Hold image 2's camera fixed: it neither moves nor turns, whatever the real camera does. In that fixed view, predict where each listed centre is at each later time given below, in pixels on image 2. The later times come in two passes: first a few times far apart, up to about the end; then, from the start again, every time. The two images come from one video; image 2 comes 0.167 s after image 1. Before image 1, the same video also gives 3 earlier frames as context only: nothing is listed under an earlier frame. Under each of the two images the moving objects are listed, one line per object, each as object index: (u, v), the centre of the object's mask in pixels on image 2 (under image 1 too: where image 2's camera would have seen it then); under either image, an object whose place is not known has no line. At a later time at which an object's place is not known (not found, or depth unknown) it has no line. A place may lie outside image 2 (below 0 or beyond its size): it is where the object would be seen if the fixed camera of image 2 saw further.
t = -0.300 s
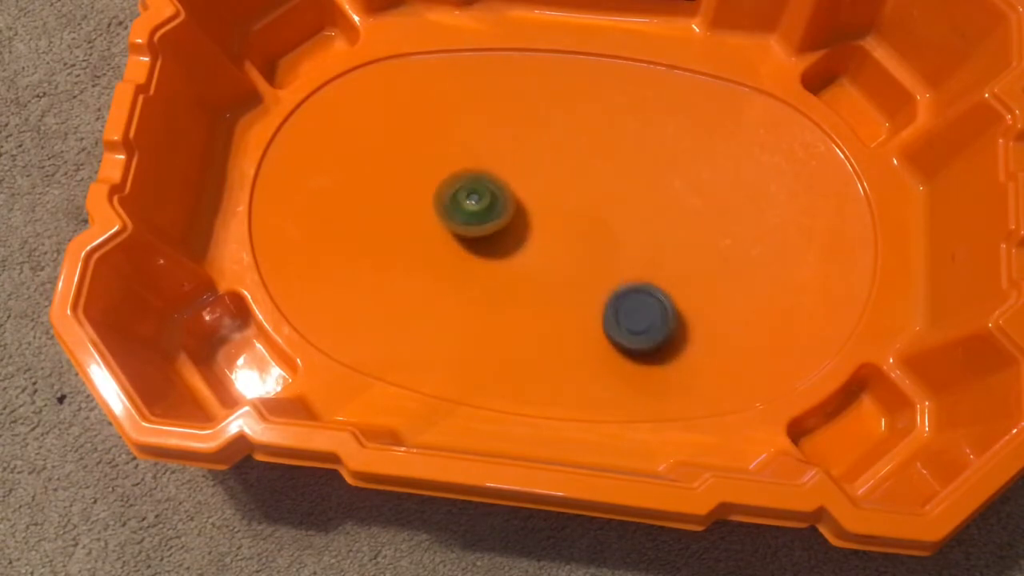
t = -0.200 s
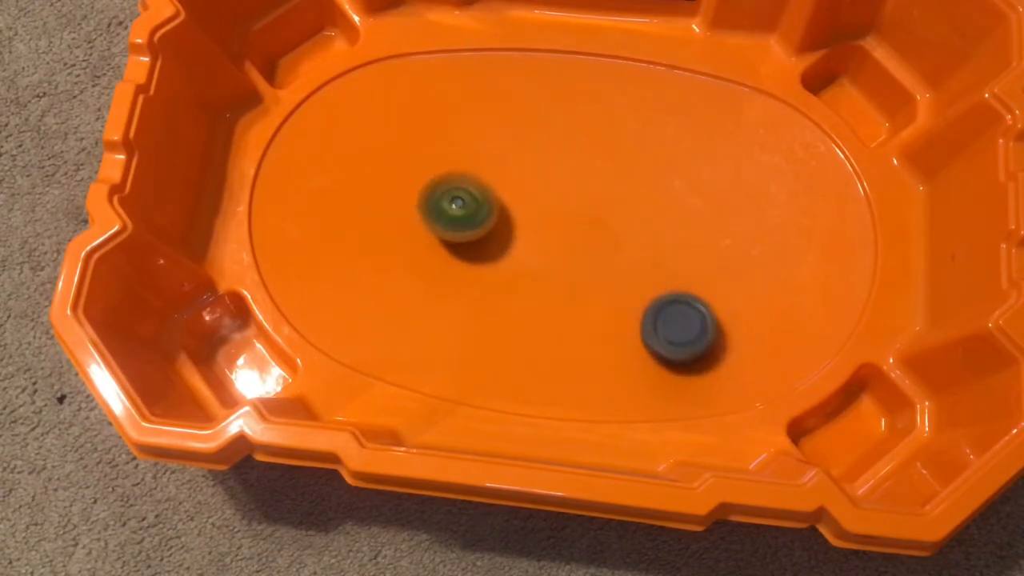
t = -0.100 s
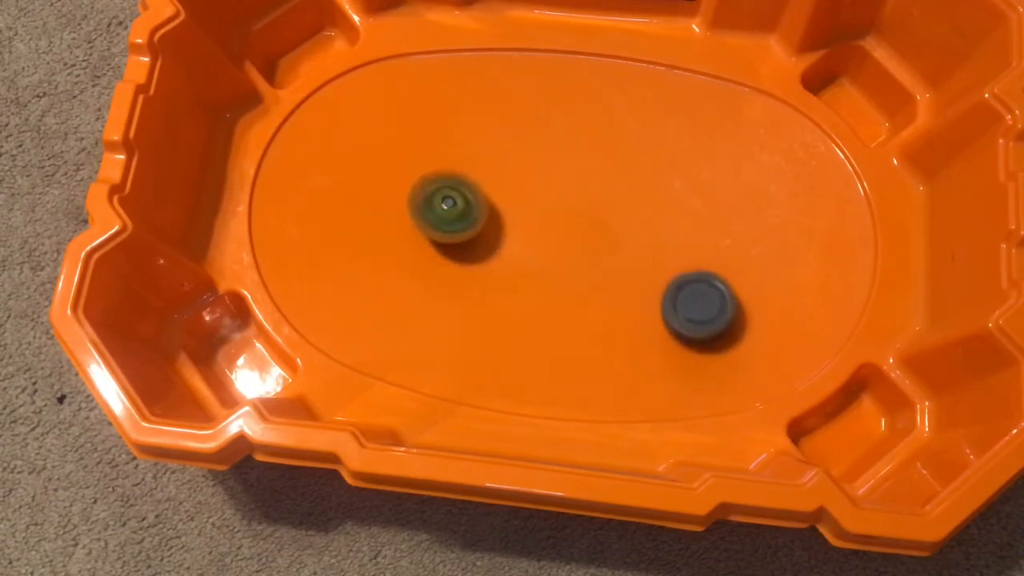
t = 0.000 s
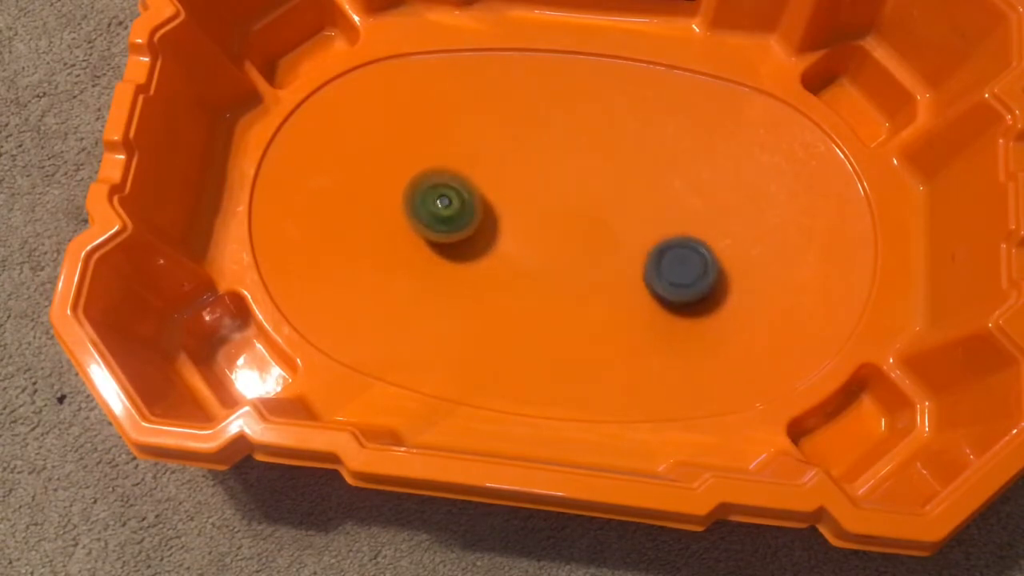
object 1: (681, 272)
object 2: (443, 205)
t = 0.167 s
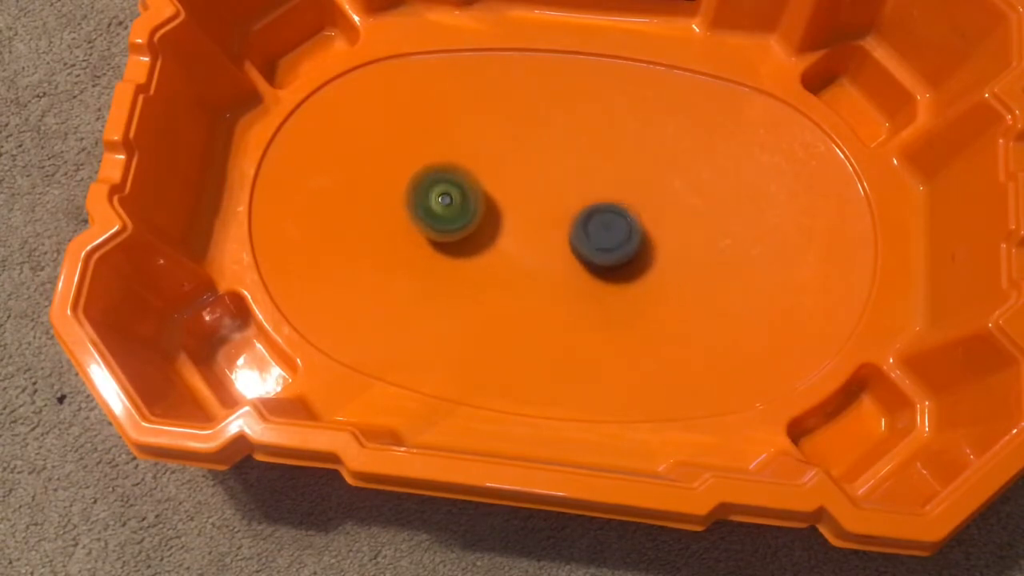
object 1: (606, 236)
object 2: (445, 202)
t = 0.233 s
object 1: (571, 237)
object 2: (450, 201)
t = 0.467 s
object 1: (495, 328)
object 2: (461, 44)
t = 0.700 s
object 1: (470, 384)
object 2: (537, 283)
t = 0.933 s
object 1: (451, 348)
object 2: (867, 290)
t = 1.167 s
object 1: (449, 279)
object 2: (816, 182)
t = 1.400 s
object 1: (457, 205)
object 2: (765, 180)
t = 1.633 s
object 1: (457, 160)
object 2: (764, 180)
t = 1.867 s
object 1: (481, 150)
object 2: (762, 181)
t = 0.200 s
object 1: (589, 237)
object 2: (447, 201)
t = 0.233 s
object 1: (571, 237)
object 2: (450, 201)
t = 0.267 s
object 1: (554, 237)
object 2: (452, 202)
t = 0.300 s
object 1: (536, 237)
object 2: (455, 204)
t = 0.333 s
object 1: (521, 250)
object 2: (454, 173)
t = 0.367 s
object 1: (508, 279)
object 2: (457, 89)
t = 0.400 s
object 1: (500, 298)
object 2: (453, 20)
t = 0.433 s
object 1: (498, 316)
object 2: (452, 28)
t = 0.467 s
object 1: (495, 328)
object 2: (461, 44)
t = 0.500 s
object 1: (491, 339)
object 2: (474, 76)
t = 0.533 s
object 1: (488, 347)
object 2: (484, 113)
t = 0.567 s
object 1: (485, 356)
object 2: (500, 153)
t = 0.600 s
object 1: (481, 364)
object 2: (507, 188)
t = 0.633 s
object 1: (477, 372)
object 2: (518, 217)
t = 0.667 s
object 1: (473, 378)
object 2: (530, 253)
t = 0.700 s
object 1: (470, 384)
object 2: (537, 283)
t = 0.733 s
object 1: (474, 384)
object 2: (547, 311)
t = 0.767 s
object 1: (485, 378)
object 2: (553, 330)
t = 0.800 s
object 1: (479, 372)
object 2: (595, 338)
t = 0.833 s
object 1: (473, 369)
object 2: (671, 334)
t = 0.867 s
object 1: (466, 364)
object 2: (740, 321)
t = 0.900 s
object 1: (457, 357)
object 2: (809, 306)
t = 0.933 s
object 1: (451, 348)
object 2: (867, 290)
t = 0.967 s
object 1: (447, 339)
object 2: (891, 267)
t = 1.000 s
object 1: (445, 330)
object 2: (889, 248)
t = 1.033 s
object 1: (443, 321)
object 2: (880, 231)
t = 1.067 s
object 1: (443, 311)
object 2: (864, 214)
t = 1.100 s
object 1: (444, 301)
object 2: (847, 201)
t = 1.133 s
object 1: (446, 291)
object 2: (832, 190)
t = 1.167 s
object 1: (449, 279)
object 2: (816, 182)
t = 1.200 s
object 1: (450, 265)
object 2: (801, 177)
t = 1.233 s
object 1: (451, 255)
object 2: (789, 175)
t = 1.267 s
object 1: (452, 244)
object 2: (781, 175)
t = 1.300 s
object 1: (453, 233)
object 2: (775, 177)
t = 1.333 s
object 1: (456, 224)
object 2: (770, 178)
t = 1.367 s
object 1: (456, 215)
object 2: (767, 180)
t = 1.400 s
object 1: (457, 205)
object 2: (765, 180)
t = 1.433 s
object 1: (458, 197)
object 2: (765, 180)
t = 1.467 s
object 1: (456, 188)
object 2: (765, 180)
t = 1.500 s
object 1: (455, 180)
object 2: (764, 180)
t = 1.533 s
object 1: (455, 175)
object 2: (764, 180)
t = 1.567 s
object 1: (454, 166)
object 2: (764, 180)
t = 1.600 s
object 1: (455, 161)
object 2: (764, 180)
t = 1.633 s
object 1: (457, 160)
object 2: (764, 180)
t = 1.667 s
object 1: (458, 156)
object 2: (764, 180)
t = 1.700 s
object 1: (460, 151)
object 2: (763, 181)
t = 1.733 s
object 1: (464, 149)
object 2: (763, 180)
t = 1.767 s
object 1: (467, 149)
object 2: (763, 180)
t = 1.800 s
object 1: (472, 147)
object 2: (763, 181)
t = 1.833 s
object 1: (475, 147)
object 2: (762, 181)
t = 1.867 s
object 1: (481, 150)
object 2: (762, 181)
